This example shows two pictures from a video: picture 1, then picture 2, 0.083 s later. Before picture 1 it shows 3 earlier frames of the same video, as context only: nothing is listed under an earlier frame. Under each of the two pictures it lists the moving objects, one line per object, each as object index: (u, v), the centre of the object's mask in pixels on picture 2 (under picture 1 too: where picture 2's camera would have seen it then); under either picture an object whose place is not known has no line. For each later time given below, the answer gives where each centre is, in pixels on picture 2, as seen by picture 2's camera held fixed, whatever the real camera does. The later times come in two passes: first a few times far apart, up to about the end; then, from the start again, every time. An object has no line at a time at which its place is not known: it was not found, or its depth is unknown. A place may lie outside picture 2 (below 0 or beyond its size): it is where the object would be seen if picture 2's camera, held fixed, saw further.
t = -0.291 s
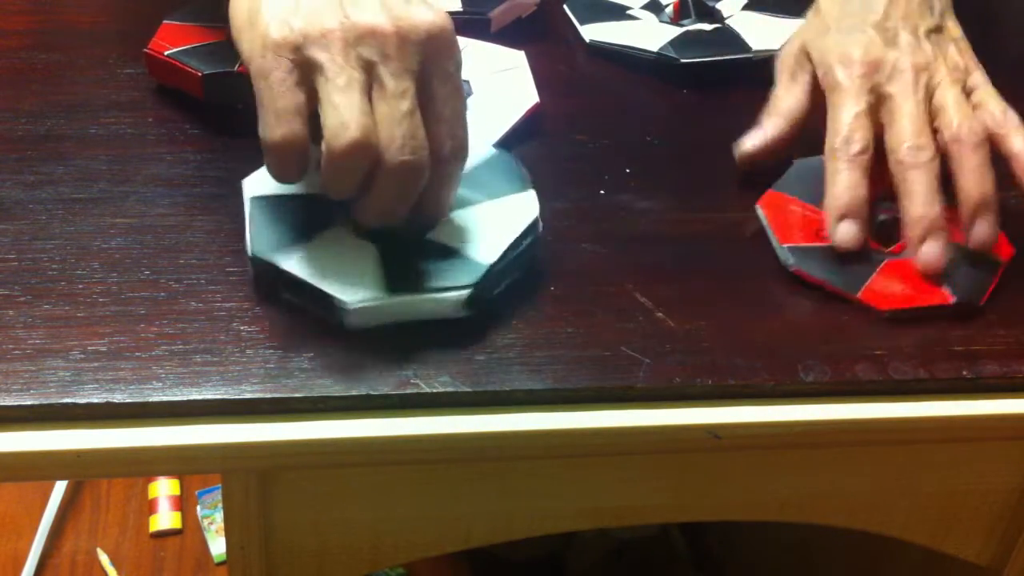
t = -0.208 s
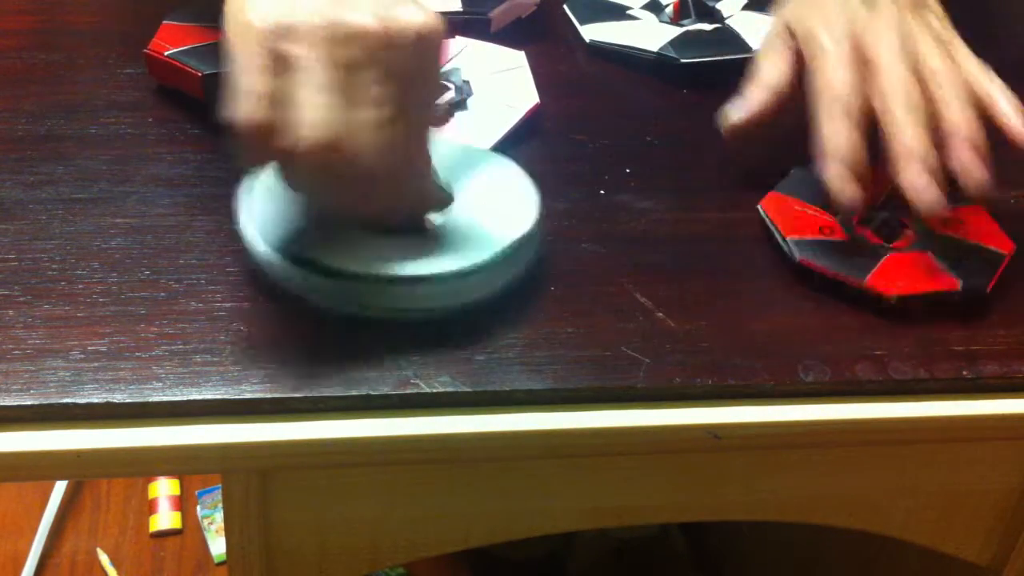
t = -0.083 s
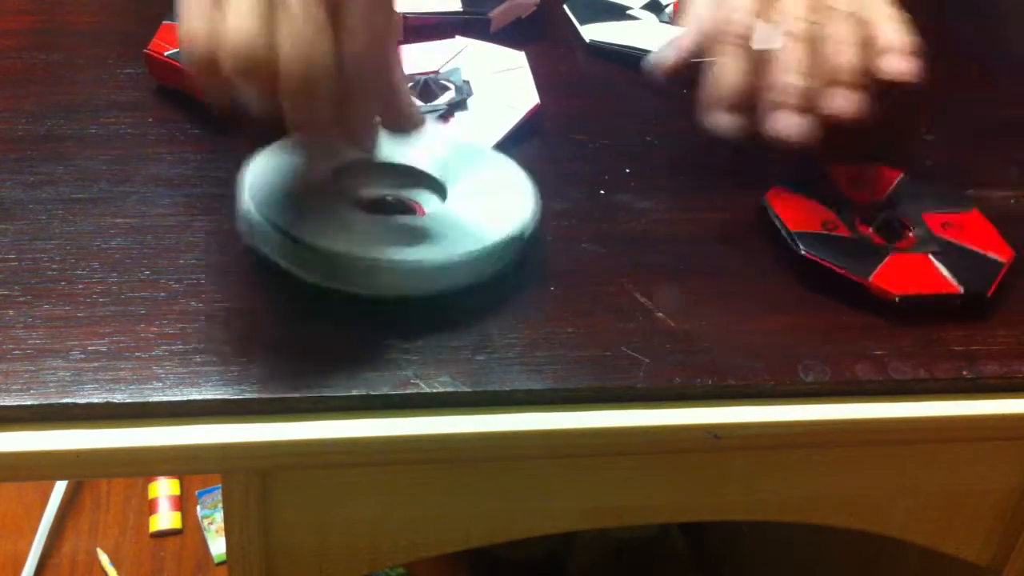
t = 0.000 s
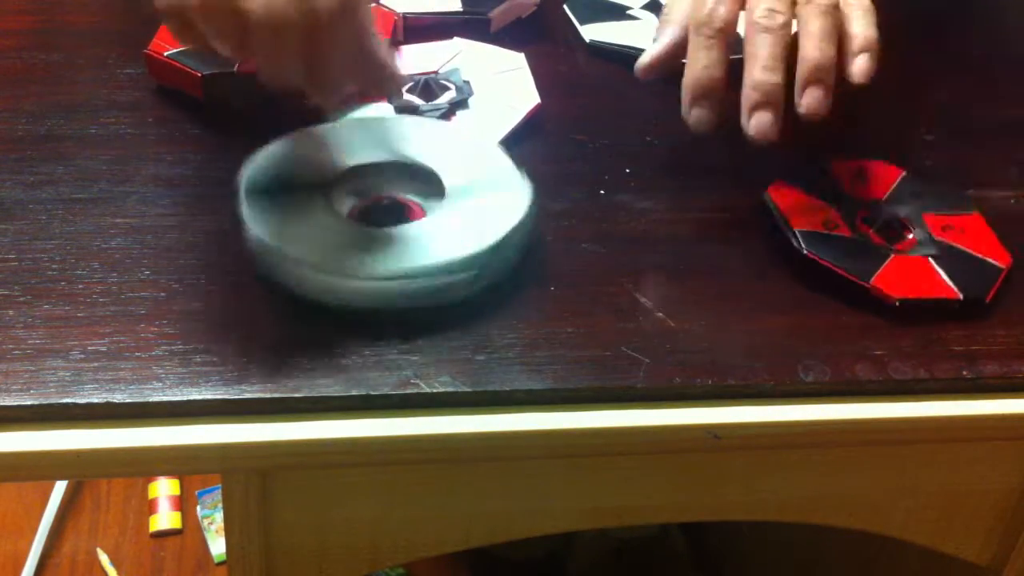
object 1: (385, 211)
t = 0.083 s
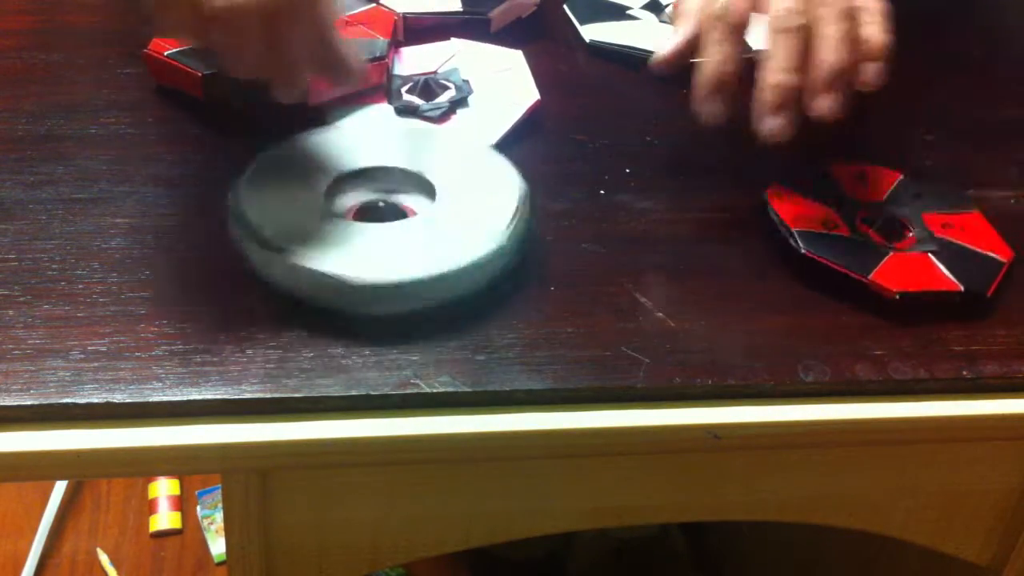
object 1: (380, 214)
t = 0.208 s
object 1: (389, 216)
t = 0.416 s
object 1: (388, 217)
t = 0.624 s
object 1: (390, 224)
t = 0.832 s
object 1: (399, 223)
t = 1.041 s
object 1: (396, 218)
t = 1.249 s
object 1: (387, 216)
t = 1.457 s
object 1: (379, 224)
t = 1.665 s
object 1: (385, 224)
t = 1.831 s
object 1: (382, 220)
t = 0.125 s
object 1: (378, 215)
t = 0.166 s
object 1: (384, 210)
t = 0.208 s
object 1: (389, 216)
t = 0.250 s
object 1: (386, 220)
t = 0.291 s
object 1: (384, 223)
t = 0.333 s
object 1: (383, 221)
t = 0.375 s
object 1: (381, 221)
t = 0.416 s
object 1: (388, 217)
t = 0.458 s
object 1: (395, 218)
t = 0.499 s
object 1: (393, 223)
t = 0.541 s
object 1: (393, 224)
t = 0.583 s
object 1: (390, 225)
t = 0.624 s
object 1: (390, 224)
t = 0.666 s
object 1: (395, 220)
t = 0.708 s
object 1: (400, 218)
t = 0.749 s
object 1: (402, 222)
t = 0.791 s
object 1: (401, 222)
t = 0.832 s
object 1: (399, 223)
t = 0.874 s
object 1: (399, 221)
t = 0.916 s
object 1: (397, 217)
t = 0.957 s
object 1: (399, 214)
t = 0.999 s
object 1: (402, 216)
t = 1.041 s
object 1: (396, 218)
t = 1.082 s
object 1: (392, 219)
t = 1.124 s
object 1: (389, 218)
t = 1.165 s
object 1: (382, 217)
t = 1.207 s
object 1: (382, 214)
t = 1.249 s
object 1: (387, 216)
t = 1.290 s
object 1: (388, 221)
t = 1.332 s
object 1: (385, 223)
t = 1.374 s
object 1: (383, 224)
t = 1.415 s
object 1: (382, 226)
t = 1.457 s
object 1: (379, 224)
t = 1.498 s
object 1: (384, 220)
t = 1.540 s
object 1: (389, 219)
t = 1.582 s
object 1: (390, 223)
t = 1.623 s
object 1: (389, 224)
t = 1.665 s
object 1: (385, 224)
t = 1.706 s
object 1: (384, 223)
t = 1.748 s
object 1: (378, 220)
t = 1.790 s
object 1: (377, 219)
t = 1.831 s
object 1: (382, 220)
